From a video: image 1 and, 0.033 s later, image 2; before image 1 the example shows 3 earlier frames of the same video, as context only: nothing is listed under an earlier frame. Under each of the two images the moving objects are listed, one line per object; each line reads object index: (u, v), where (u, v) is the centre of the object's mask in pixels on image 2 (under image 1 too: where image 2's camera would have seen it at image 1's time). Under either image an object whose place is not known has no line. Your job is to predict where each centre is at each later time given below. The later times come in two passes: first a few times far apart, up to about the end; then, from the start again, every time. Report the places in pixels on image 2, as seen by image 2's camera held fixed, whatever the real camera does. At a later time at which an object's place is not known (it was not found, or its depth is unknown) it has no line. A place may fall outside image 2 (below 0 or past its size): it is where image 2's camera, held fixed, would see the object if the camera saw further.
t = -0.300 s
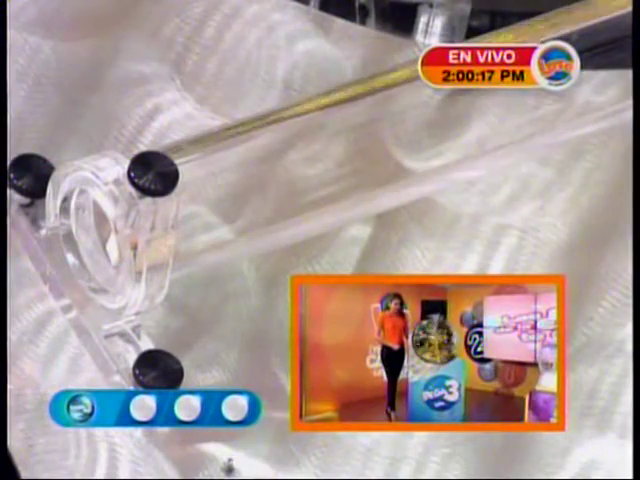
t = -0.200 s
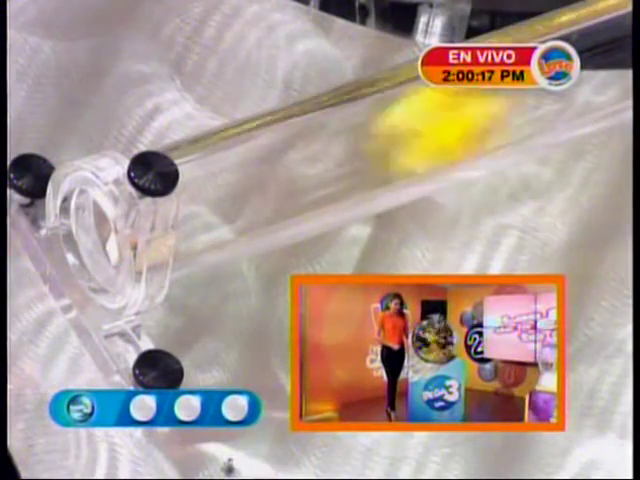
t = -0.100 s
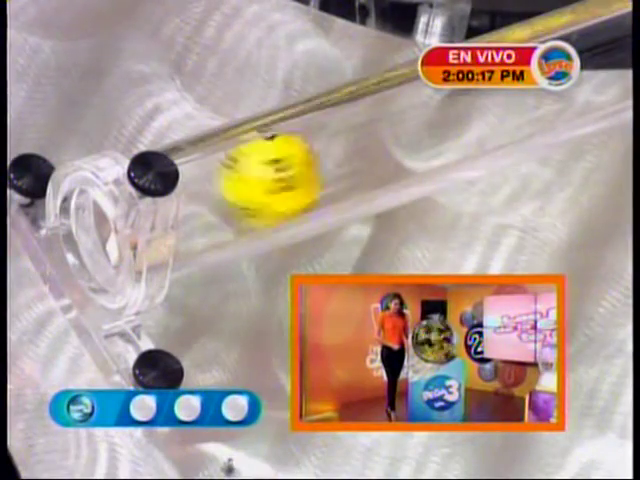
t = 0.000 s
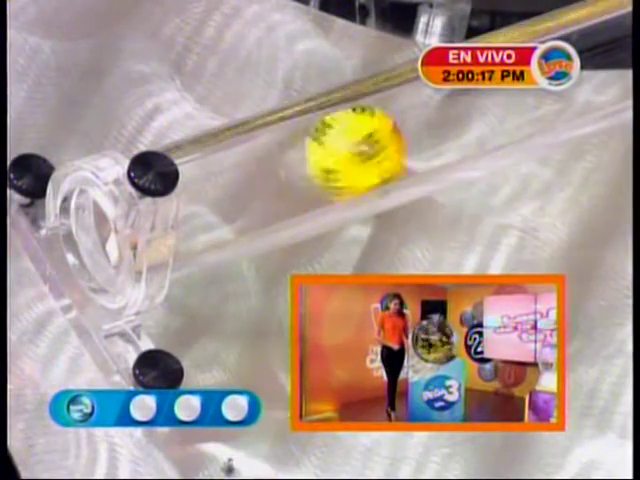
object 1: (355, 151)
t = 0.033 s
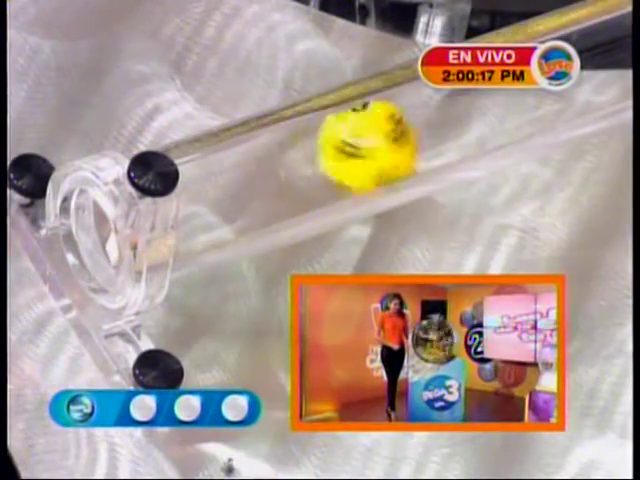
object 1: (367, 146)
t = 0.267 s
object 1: (292, 174)
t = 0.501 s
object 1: (203, 207)
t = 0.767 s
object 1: (204, 209)
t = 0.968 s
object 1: (204, 209)
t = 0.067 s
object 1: (374, 146)
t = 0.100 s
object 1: (373, 146)
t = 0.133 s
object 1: (368, 148)
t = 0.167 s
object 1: (357, 151)
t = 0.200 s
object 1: (337, 158)
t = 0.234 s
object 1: (317, 167)
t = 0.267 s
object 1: (292, 174)
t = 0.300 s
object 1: (265, 183)
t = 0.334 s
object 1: (236, 195)
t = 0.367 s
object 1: (213, 204)
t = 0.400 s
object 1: (206, 204)
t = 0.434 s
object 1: (208, 206)
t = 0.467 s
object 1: (208, 205)
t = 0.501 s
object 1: (203, 207)
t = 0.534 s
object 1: (204, 208)
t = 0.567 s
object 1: (206, 208)
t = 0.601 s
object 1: (204, 209)
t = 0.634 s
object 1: (204, 209)
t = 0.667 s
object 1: (204, 209)
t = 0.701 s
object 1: (204, 209)
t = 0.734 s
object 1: (204, 209)
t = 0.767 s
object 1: (204, 209)
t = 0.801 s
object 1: (204, 209)
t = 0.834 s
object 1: (204, 209)
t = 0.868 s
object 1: (204, 209)
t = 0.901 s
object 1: (204, 209)
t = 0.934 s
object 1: (204, 209)
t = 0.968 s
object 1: (204, 209)
